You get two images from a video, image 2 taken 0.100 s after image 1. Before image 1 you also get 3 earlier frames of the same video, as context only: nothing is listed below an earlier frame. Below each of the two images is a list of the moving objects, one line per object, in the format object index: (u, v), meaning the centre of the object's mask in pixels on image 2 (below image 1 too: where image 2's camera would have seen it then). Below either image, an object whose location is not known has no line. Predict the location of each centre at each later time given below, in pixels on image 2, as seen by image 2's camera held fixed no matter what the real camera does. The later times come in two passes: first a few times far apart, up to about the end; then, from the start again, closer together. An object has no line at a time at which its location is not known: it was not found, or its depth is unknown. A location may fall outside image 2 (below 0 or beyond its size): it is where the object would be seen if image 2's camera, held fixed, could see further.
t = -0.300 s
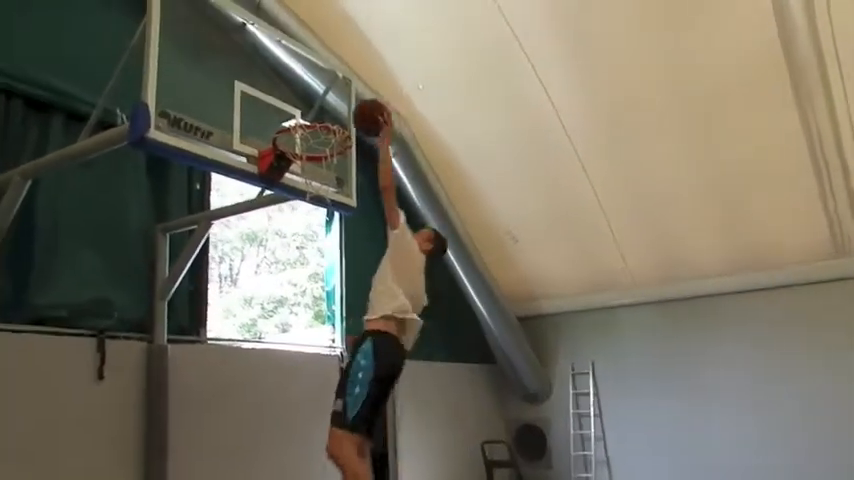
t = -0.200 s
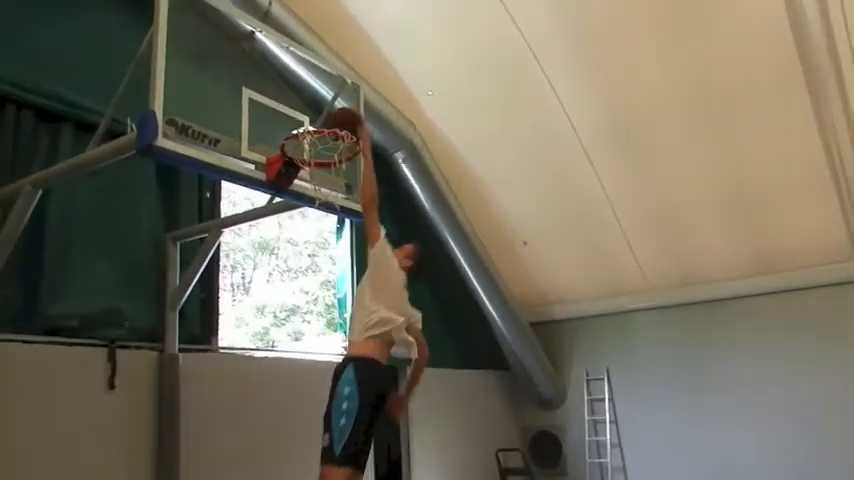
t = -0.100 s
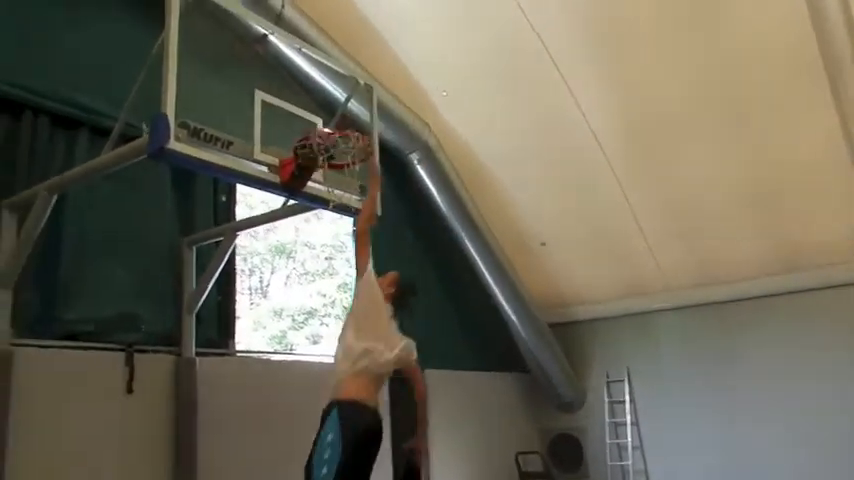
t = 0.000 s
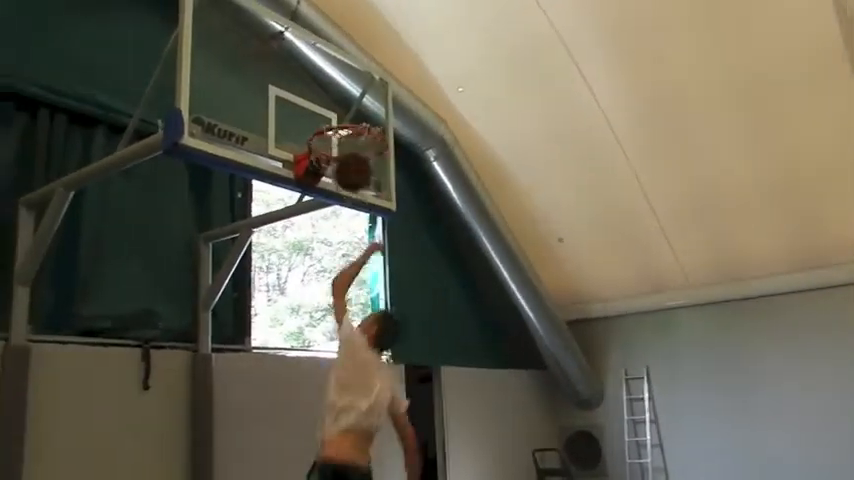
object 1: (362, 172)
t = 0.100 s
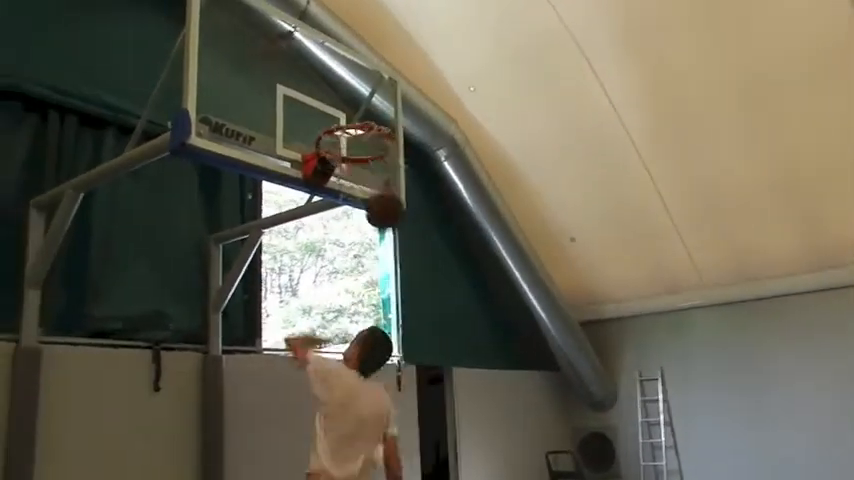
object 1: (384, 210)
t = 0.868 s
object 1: (574, 398)
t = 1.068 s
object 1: (618, 328)
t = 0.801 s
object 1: (553, 460)
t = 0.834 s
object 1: (560, 436)
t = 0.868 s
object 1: (574, 398)
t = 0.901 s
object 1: (583, 382)
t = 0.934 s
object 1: (588, 368)
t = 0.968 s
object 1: (596, 355)
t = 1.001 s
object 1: (604, 344)
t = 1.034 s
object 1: (611, 335)
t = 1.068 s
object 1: (618, 328)
